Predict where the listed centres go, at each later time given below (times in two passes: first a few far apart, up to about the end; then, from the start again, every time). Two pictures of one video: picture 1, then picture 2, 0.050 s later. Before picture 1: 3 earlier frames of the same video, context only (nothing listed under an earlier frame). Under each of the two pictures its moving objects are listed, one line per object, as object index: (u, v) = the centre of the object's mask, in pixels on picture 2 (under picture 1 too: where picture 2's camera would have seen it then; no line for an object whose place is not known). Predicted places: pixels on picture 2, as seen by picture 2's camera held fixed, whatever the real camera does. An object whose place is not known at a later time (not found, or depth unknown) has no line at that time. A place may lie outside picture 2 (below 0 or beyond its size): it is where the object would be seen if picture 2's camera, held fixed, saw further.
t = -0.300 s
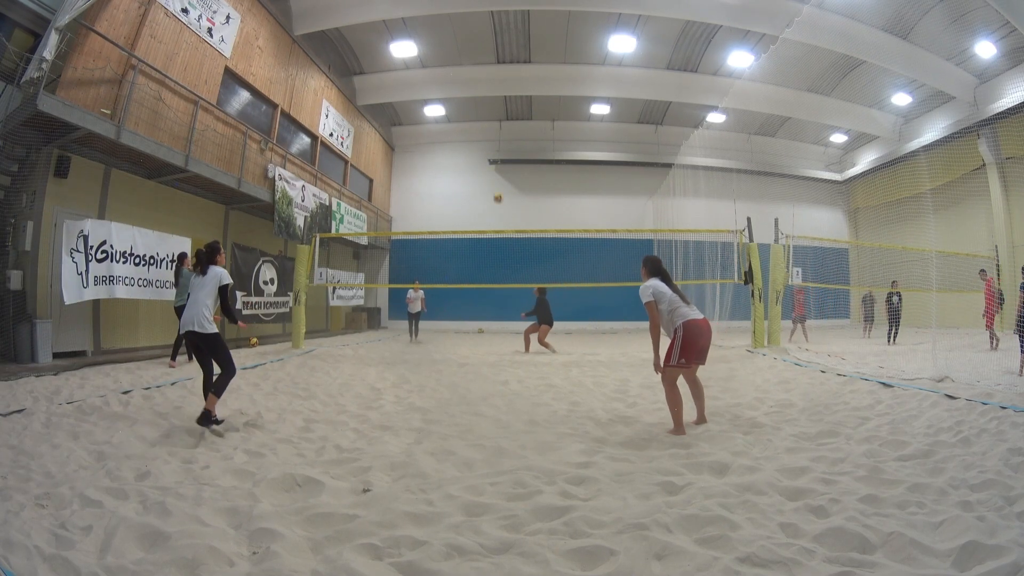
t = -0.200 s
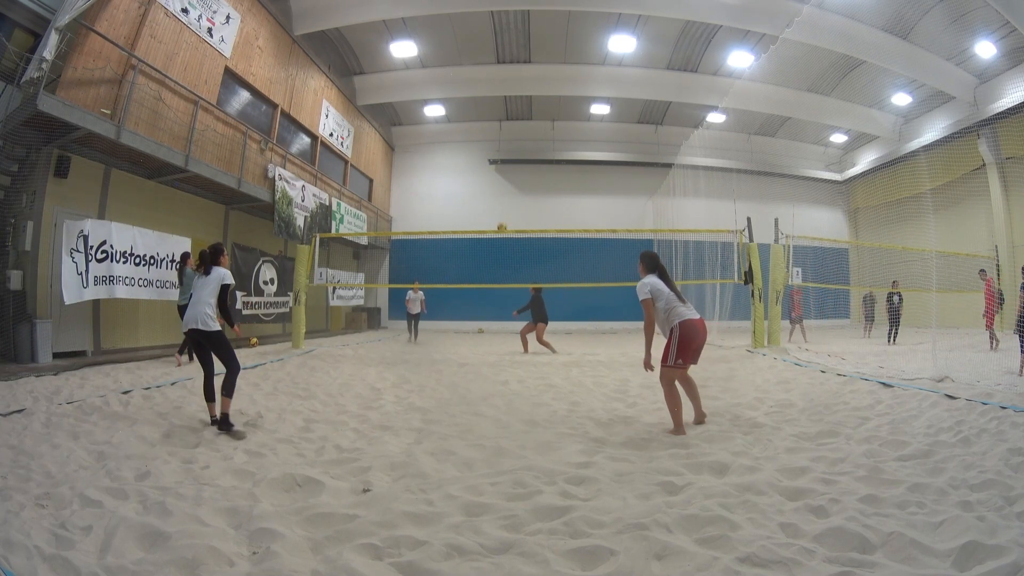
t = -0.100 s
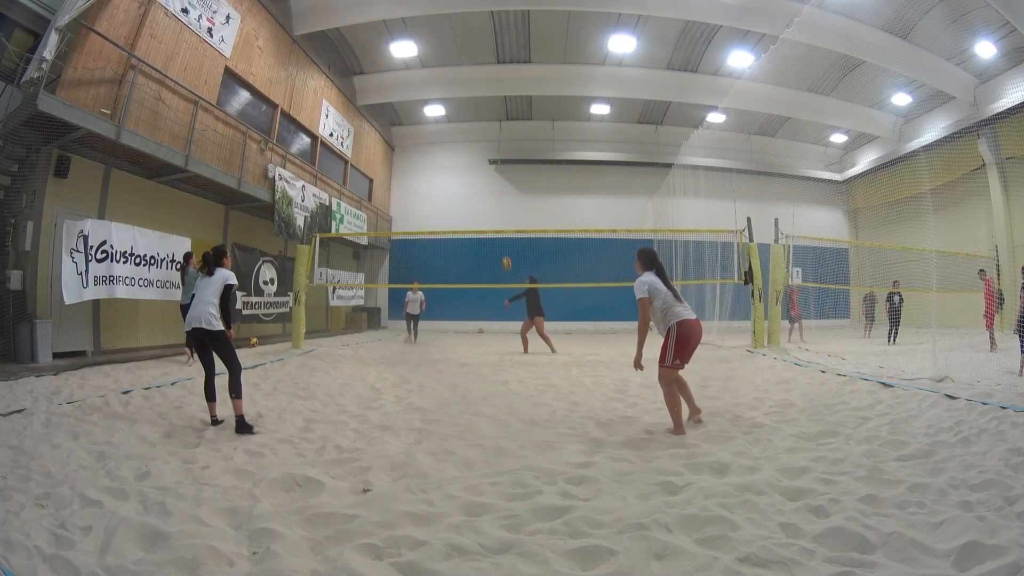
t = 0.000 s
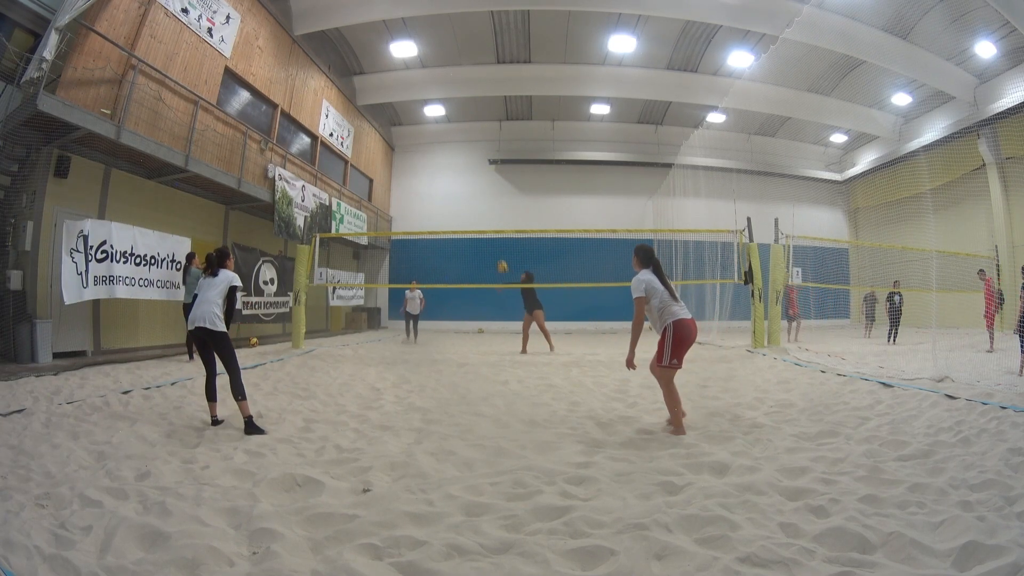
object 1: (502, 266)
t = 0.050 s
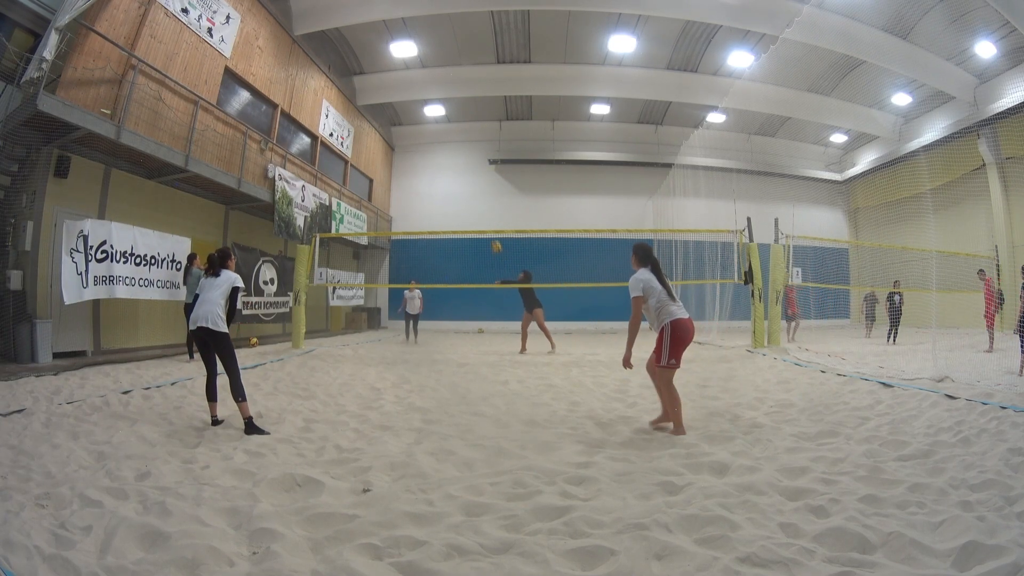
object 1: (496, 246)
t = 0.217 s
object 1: (477, 193)
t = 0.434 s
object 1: (454, 147)
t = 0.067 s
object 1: (494, 242)
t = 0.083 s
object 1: (492, 237)
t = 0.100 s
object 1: (490, 226)
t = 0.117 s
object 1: (488, 223)
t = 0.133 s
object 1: (486, 218)
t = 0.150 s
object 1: (484, 212)
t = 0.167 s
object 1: (482, 207)
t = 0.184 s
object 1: (480, 202)
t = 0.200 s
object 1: (479, 197)
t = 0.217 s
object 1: (477, 193)
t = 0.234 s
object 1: (475, 188)
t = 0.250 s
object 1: (473, 184)
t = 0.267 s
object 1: (471, 180)
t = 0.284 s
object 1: (470, 176)
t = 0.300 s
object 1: (468, 172)
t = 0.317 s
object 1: (466, 168)
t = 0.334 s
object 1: (464, 165)
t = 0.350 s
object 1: (463, 162)
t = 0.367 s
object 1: (461, 159)
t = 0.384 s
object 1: (459, 156)
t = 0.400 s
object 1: (457, 153)
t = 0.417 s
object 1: (456, 150)
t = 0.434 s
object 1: (454, 147)
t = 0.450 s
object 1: (452, 144)
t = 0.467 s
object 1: (451, 142)
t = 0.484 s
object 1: (449, 140)
